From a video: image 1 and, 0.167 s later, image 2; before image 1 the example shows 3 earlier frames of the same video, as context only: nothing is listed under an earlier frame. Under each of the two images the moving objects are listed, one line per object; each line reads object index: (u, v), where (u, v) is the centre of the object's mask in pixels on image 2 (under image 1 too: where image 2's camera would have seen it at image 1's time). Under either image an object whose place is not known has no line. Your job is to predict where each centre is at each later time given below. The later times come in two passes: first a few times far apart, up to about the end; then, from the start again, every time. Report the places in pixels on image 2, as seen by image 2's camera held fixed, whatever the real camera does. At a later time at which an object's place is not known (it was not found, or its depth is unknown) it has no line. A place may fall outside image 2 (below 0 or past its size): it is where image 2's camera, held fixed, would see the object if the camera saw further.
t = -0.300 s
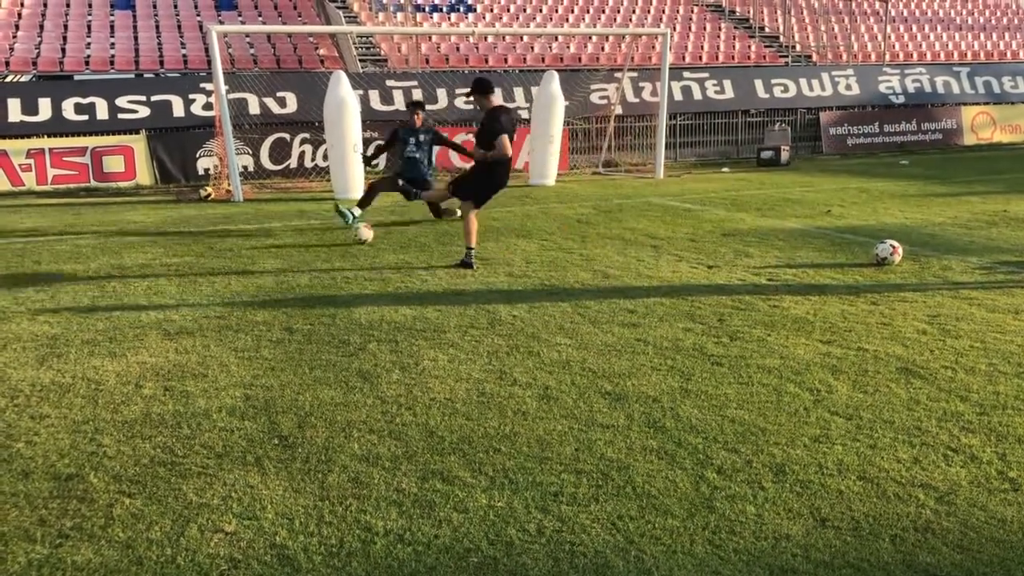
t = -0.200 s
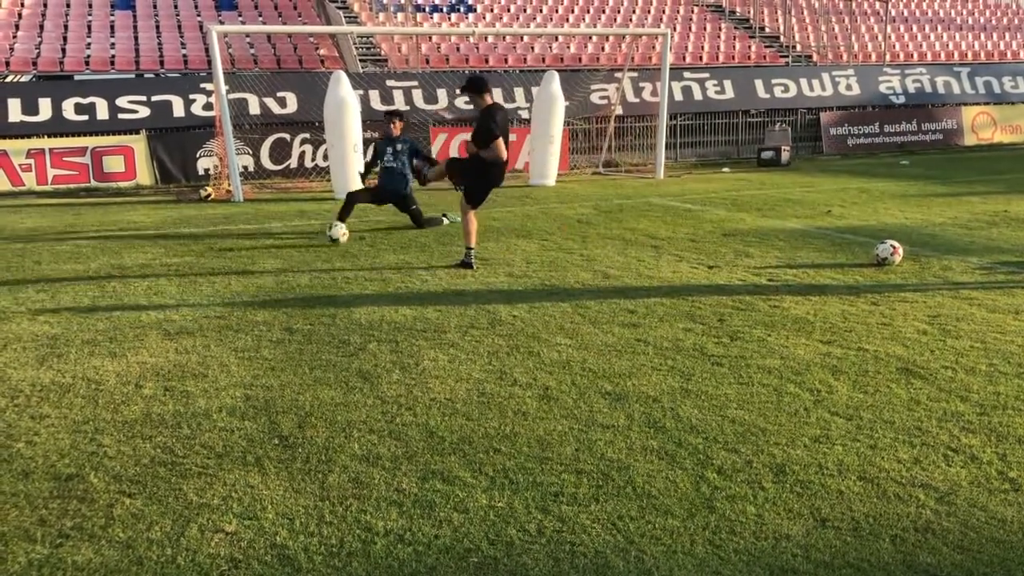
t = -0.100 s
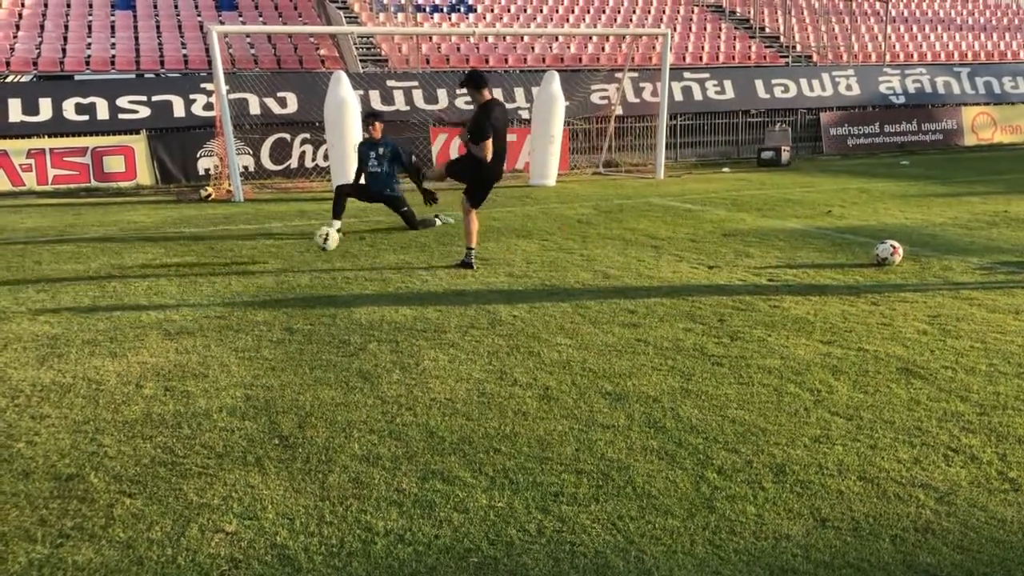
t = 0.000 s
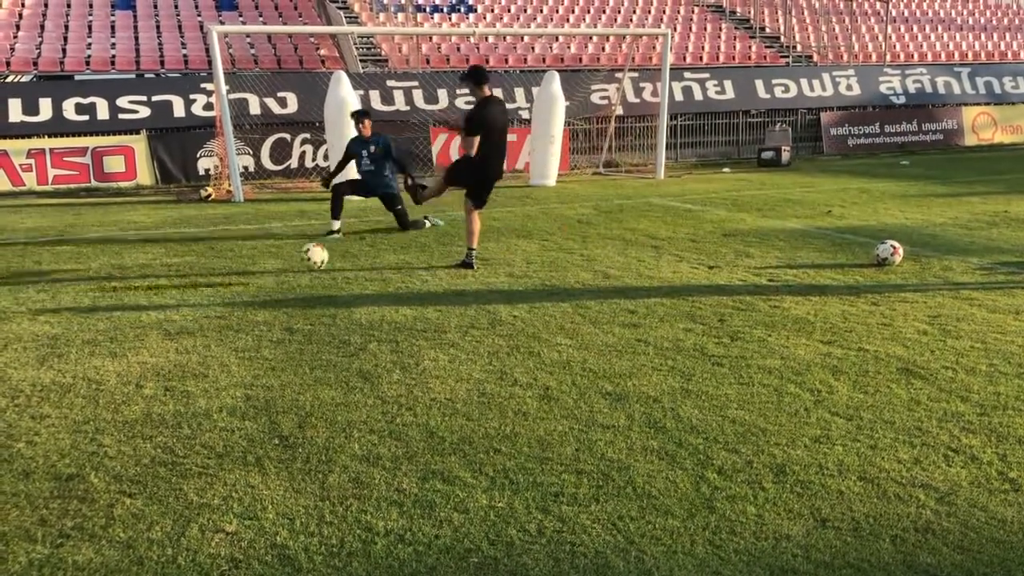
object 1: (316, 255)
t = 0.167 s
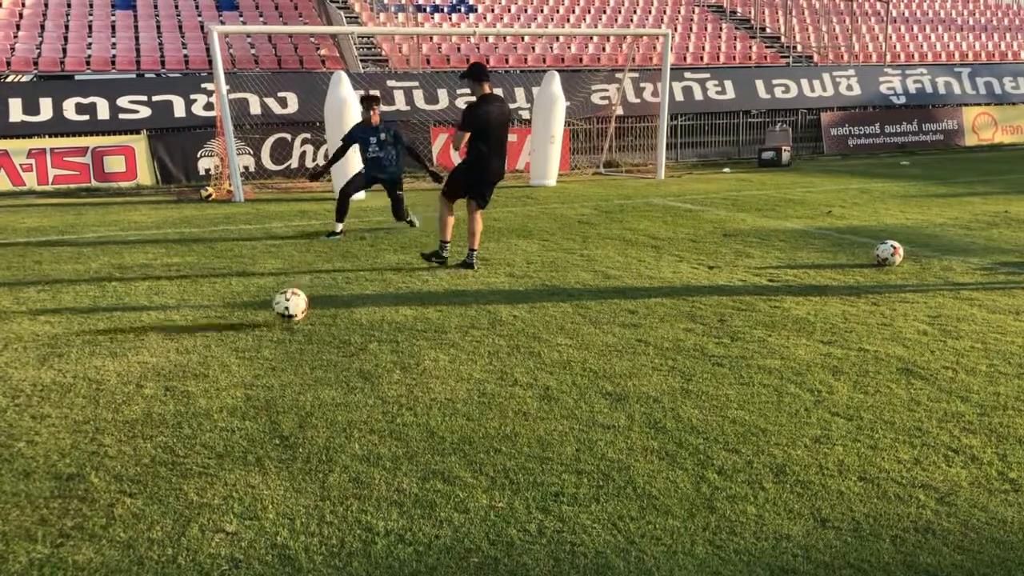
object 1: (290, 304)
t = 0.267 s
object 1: (276, 319)
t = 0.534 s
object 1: (229, 420)
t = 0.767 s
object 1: (173, 558)
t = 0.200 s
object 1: (287, 307)
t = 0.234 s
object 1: (281, 312)
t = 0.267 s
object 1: (276, 319)
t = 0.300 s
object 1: (271, 329)
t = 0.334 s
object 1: (265, 343)
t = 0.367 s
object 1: (259, 359)
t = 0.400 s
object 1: (253, 379)
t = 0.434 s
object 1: (246, 397)
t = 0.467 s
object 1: (242, 402)
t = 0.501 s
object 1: (235, 410)
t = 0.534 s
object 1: (229, 420)
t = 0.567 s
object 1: (222, 435)
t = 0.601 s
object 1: (216, 454)
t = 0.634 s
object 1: (208, 479)
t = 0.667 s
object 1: (200, 502)
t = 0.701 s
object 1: (190, 519)
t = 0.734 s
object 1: (181, 541)
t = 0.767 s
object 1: (173, 558)
